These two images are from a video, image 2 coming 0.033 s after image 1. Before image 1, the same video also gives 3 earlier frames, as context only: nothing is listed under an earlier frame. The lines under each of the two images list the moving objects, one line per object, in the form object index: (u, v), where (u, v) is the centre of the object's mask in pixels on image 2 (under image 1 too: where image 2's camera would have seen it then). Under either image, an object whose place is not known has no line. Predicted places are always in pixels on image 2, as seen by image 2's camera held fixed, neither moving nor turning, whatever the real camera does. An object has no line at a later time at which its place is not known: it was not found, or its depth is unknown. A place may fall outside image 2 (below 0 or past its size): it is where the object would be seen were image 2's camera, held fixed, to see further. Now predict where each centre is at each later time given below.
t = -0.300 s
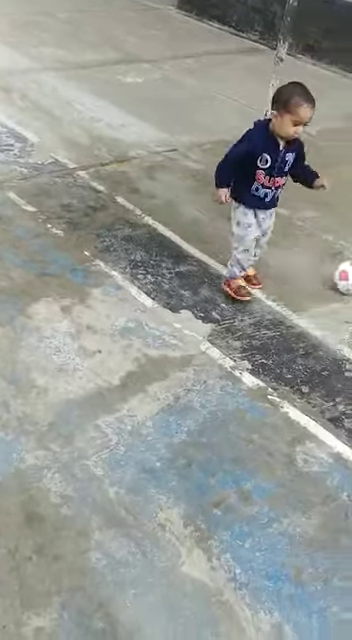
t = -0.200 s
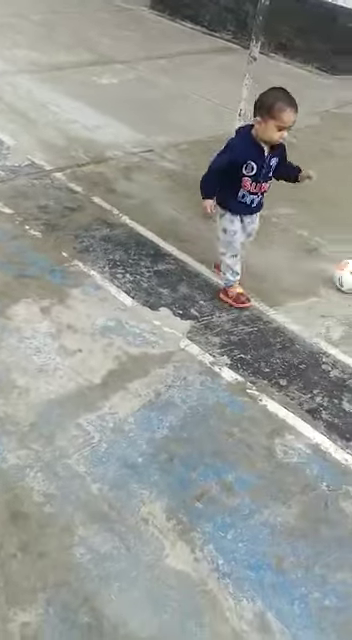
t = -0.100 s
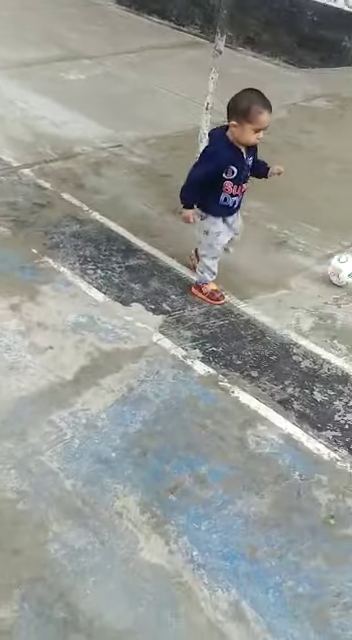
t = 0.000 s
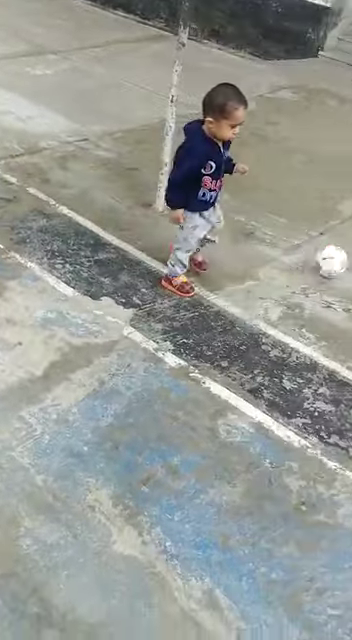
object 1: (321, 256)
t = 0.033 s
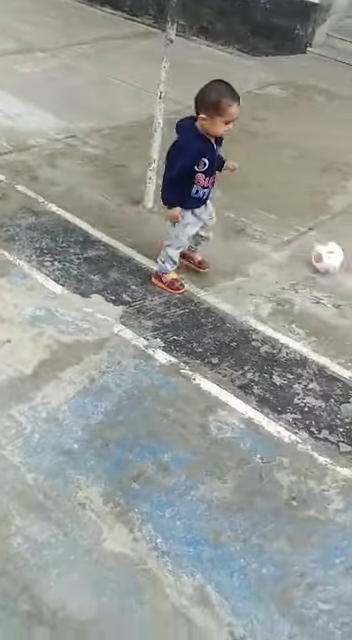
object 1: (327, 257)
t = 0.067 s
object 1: (335, 258)
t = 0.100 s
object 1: (342, 258)
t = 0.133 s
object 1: (349, 259)
